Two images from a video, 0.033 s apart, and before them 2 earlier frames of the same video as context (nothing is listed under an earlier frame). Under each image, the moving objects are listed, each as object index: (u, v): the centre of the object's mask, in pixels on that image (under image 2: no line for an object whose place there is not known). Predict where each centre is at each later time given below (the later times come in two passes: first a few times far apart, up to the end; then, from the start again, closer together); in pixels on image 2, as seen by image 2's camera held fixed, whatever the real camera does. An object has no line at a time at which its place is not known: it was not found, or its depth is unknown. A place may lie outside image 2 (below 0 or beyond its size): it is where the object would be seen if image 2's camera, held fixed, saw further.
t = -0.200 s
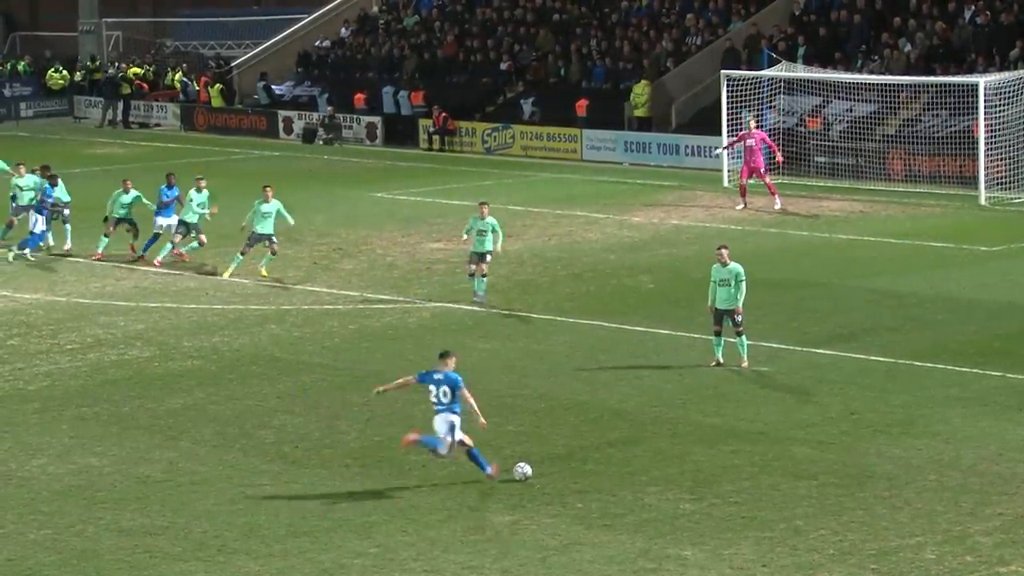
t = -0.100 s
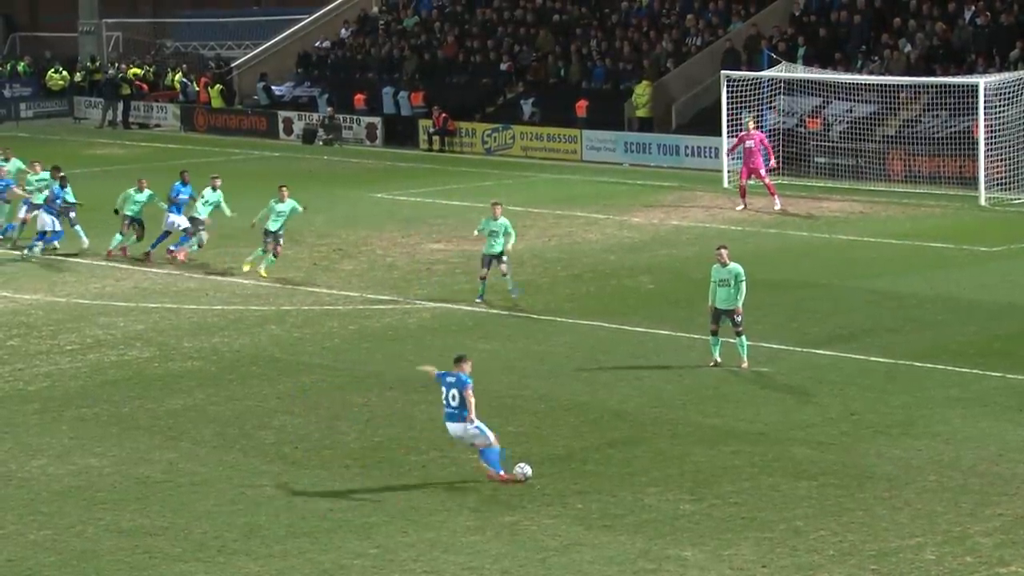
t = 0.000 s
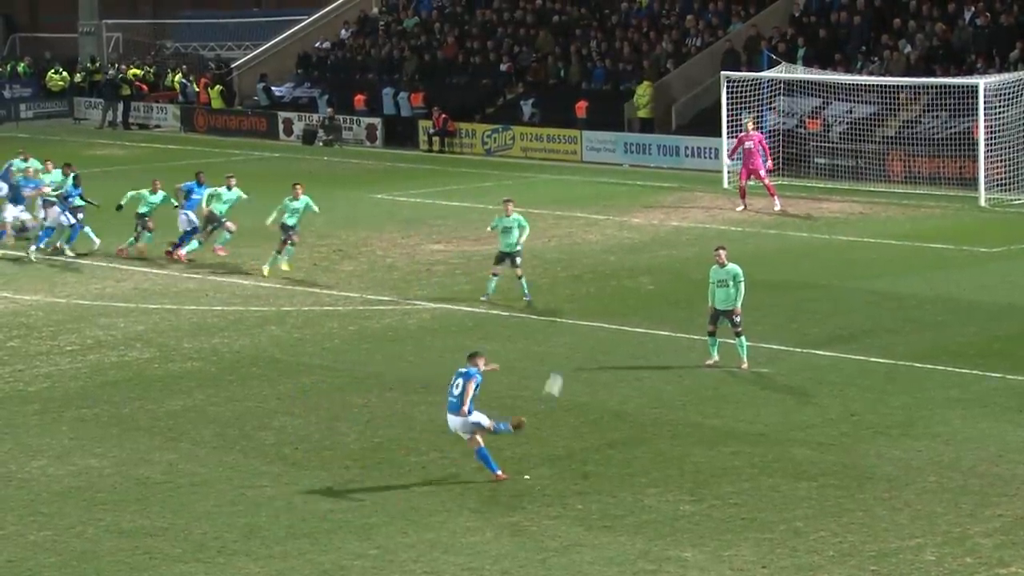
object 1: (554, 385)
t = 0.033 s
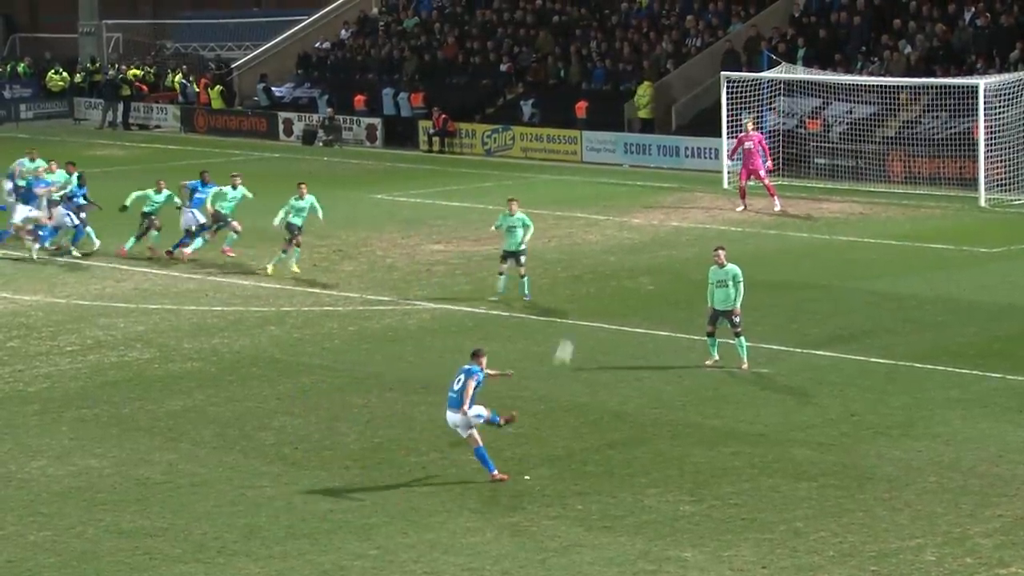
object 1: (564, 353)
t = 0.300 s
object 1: (608, 152)
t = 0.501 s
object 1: (608, 71)
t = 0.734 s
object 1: (590, 25)
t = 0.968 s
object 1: (559, 19)
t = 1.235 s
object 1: (516, 49)
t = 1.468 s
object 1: (475, 101)
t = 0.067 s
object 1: (573, 320)
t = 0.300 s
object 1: (608, 152)
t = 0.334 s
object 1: (610, 134)
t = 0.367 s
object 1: (610, 121)
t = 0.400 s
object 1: (610, 107)
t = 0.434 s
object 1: (609, 93)
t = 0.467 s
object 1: (609, 82)
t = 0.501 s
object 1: (608, 71)
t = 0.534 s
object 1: (606, 62)
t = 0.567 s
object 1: (604, 53)
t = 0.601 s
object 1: (601, 45)
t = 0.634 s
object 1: (599, 39)
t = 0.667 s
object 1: (597, 33)
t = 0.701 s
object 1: (593, 29)
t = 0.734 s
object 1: (590, 25)
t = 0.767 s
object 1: (586, 22)
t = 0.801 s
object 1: (582, 20)
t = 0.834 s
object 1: (578, 18)
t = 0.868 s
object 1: (574, 17)
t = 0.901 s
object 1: (569, 18)
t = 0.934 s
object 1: (564, 18)
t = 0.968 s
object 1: (559, 19)
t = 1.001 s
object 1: (554, 21)
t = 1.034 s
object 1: (549, 24)
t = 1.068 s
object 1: (544, 26)
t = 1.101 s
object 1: (538, 30)
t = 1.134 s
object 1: (533, 34)
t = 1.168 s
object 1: (528, 39)
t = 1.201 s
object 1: (521, 45)
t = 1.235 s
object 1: (516, 49)
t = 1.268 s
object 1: (510, 55)
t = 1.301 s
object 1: (505, 63)
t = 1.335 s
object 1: (499, 69)
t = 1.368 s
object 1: (493, 76)
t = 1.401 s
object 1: (487, 84)
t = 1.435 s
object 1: (481, 92)
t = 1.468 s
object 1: (475, 101)
